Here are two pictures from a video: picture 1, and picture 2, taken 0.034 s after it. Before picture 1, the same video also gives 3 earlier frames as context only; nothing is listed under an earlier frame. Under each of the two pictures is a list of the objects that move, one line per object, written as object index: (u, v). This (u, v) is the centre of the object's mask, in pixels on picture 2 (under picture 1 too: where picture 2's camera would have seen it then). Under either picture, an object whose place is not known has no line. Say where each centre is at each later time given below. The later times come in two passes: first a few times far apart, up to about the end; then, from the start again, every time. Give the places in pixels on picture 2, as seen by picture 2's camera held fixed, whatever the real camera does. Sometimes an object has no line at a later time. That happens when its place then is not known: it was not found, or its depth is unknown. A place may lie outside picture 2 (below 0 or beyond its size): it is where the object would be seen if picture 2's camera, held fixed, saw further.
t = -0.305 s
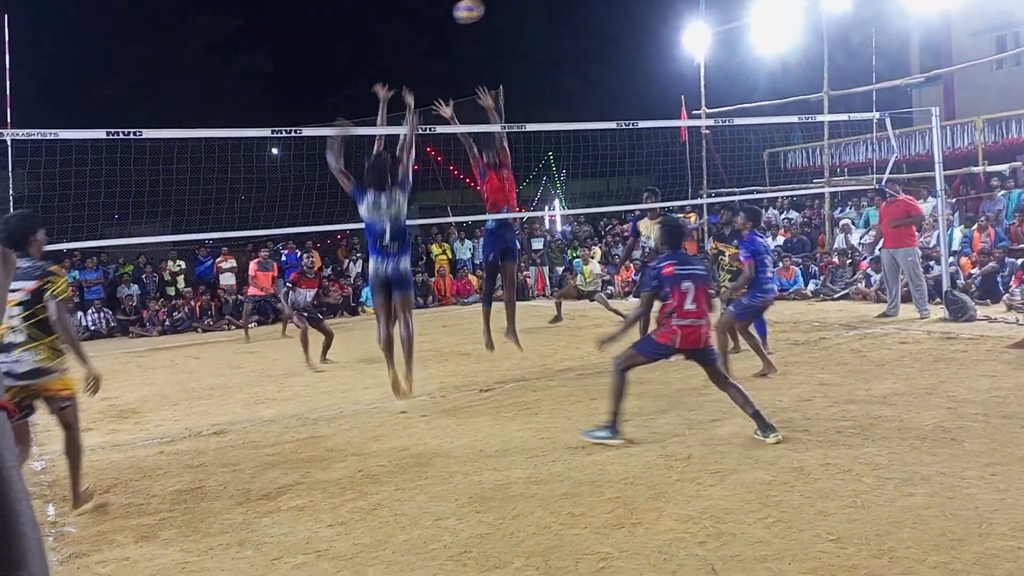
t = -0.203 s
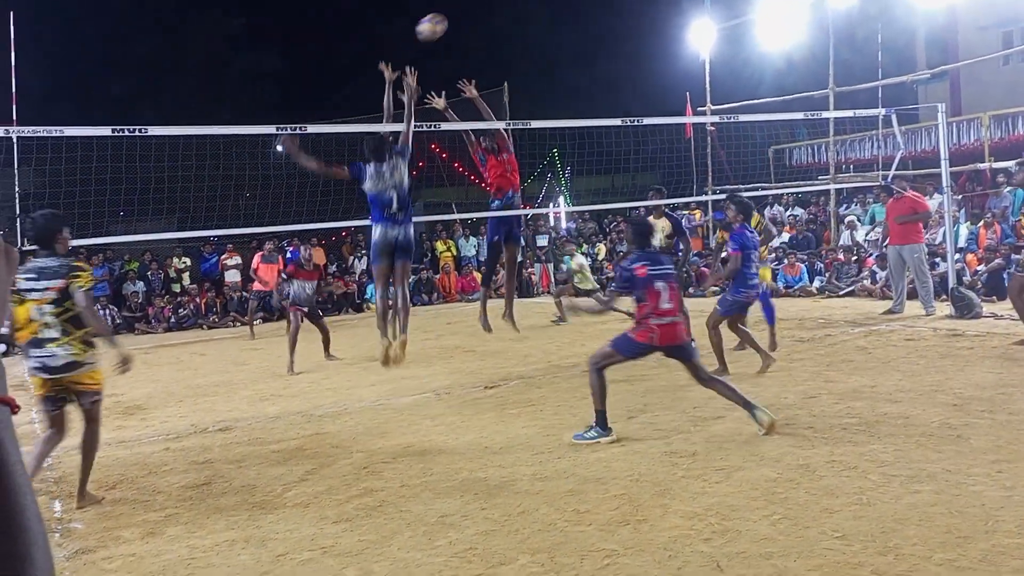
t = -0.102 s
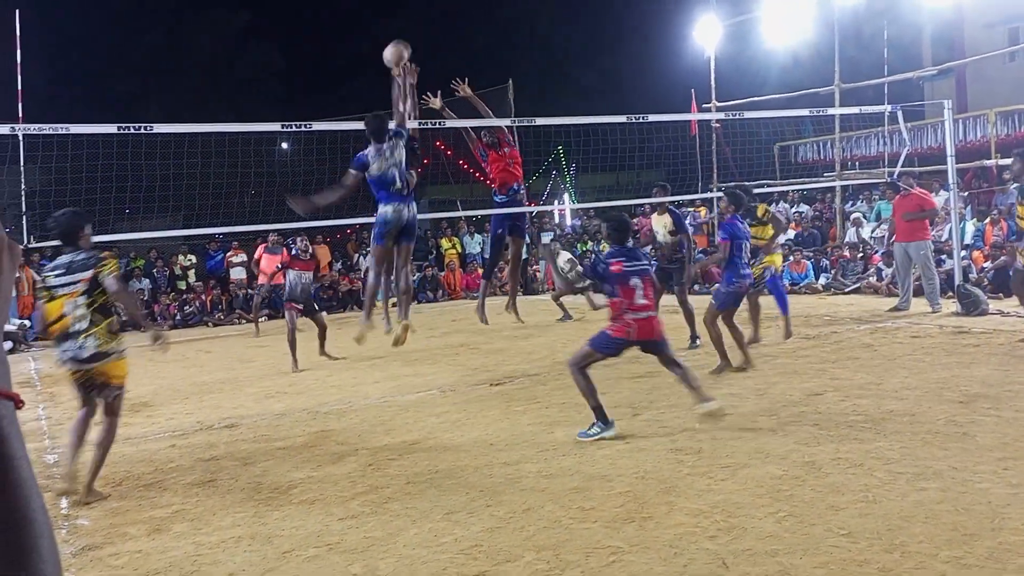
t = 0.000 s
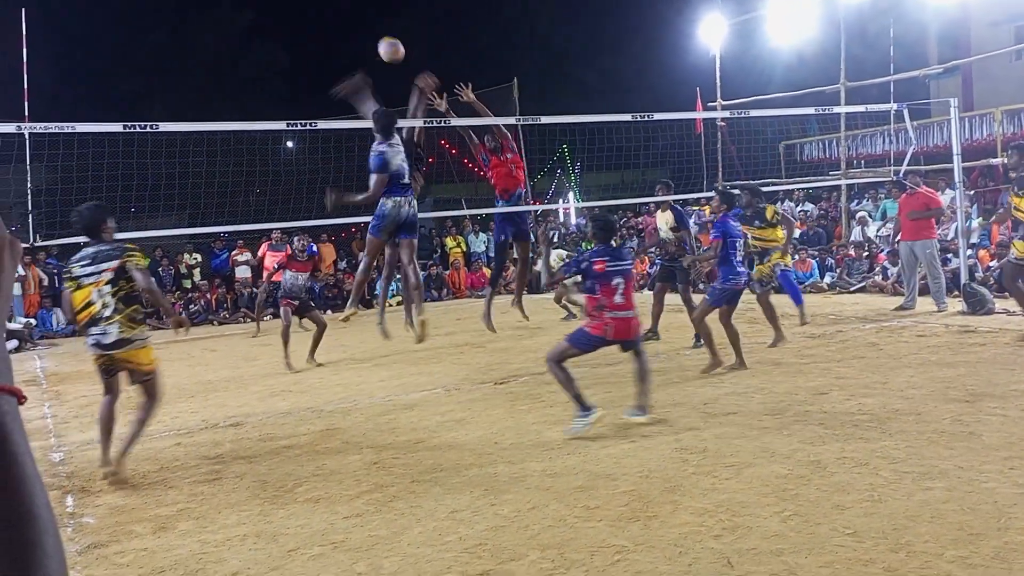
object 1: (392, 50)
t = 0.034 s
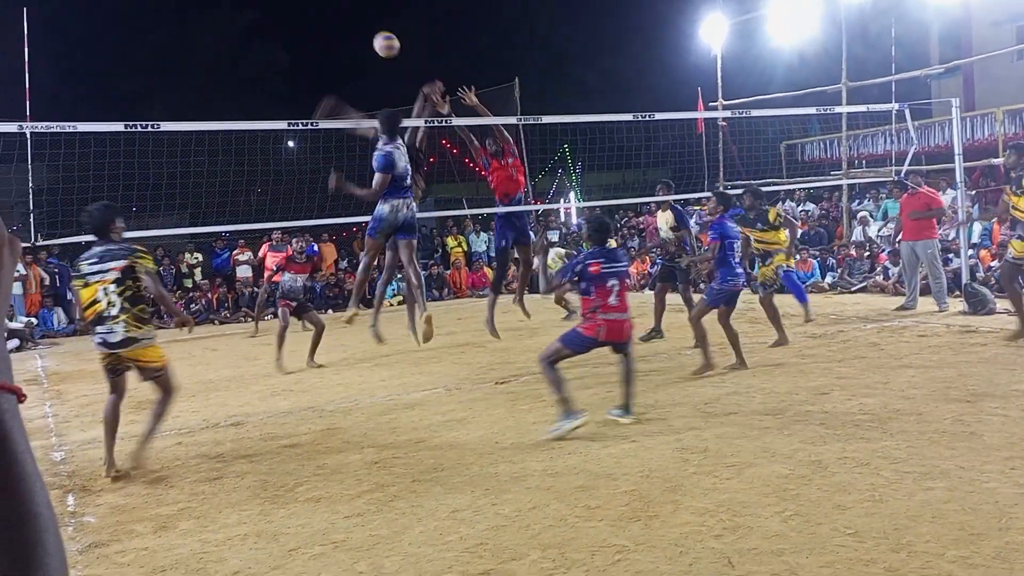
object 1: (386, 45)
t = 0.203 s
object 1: (358, 40)
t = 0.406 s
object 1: (330, 75)
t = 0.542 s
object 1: (315, 112)
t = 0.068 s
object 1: (380, 41)
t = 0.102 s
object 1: (374, 39)
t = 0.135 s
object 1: (368, 38)
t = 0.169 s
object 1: (363, 39)
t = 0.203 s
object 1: (358, 40)
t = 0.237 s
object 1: (353, 43)
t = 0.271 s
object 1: (348, 48)
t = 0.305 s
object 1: (343, 53)
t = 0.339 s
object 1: (339, 59)
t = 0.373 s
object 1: (334, 66)
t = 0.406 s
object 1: (330, 75)
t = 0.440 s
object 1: (326, 84)
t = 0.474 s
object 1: (322, 94)
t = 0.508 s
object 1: (318, 105)
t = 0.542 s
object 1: (315, 112)
